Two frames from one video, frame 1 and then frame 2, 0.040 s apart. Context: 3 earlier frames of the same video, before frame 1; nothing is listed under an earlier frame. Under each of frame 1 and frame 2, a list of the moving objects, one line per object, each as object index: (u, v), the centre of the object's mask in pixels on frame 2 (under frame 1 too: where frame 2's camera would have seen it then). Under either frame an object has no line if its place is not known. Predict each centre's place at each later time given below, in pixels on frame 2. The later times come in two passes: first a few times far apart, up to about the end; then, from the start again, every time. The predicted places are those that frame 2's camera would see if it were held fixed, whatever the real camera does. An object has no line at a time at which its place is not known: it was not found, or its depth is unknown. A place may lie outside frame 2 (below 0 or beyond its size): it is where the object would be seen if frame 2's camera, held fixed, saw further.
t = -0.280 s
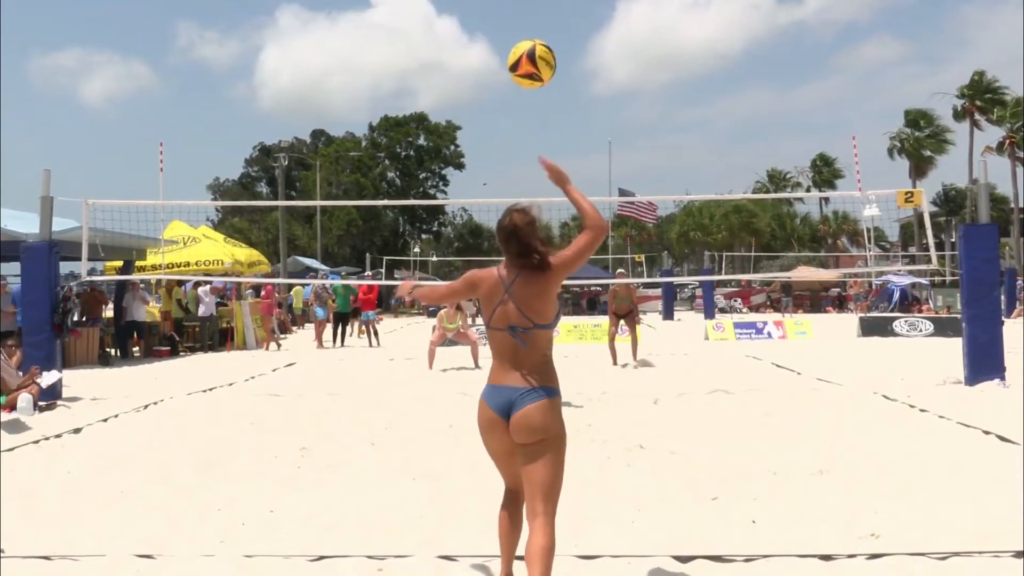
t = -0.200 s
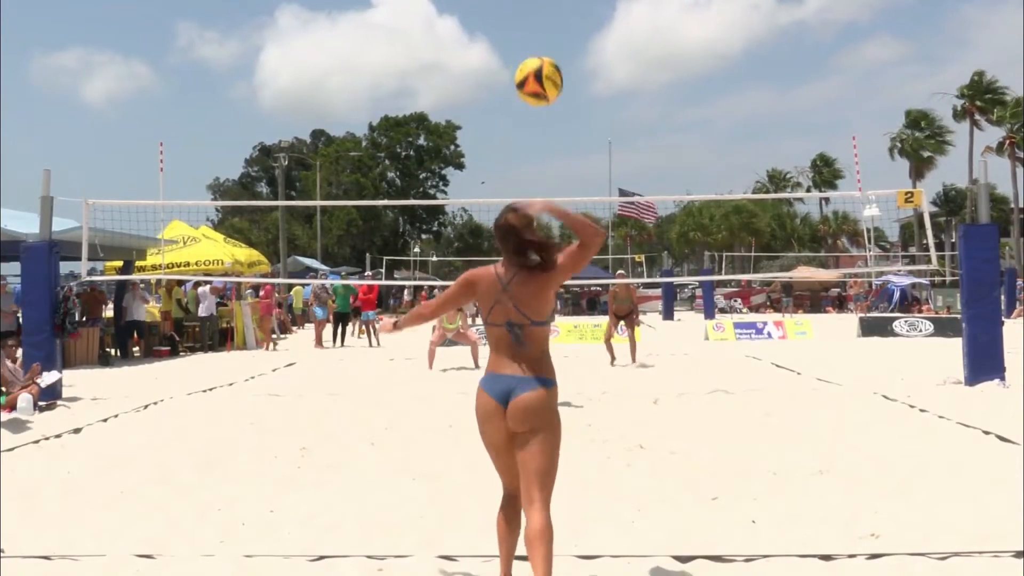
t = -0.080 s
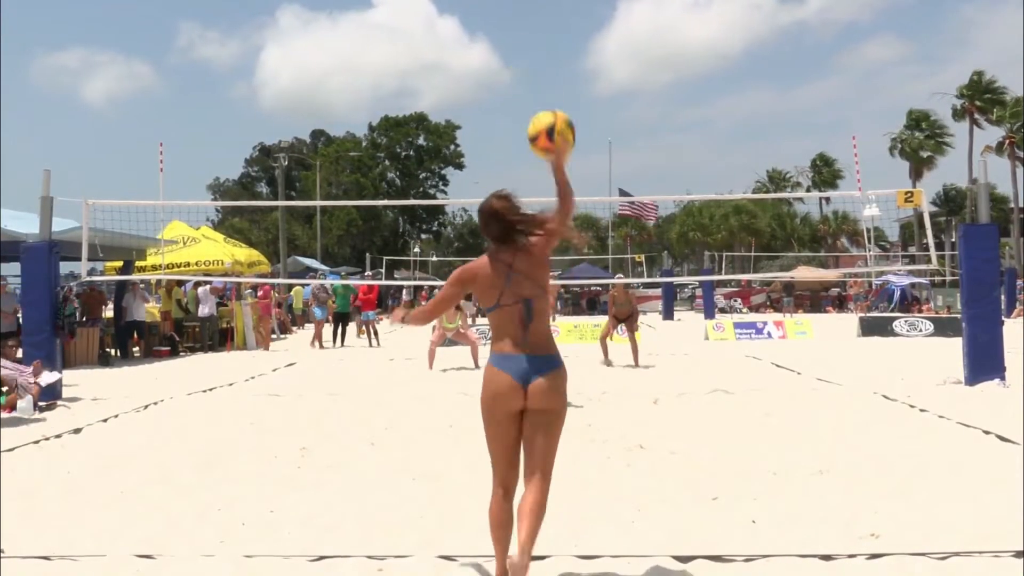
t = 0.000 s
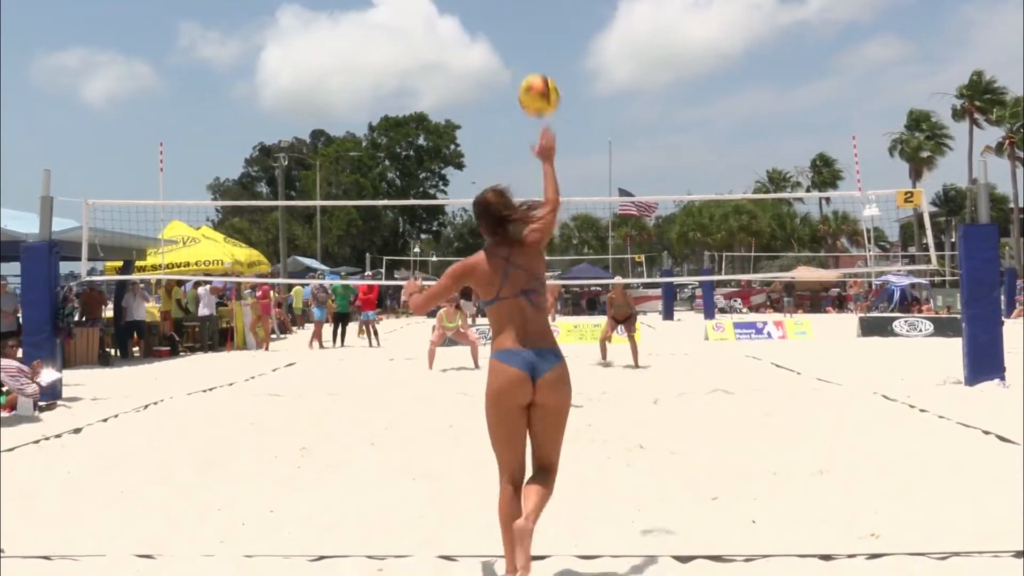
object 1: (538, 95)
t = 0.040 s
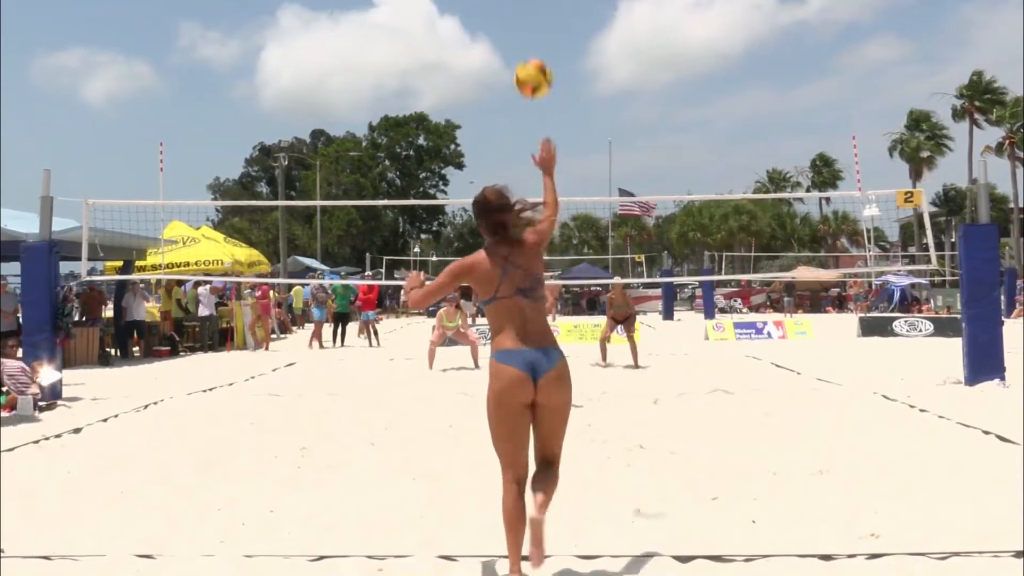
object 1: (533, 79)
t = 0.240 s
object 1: (519, 53)
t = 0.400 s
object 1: (516, 70)
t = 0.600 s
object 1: (516, 115)
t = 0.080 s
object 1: (529, 66)
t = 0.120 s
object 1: (525, 58)
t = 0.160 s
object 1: (522, 54)
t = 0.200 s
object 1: (521, 52)
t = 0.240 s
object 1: (519, 53)
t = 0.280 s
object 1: (518, 56)
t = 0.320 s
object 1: (517, 59)
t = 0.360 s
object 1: (516, 64)
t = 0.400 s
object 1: (516, 70)
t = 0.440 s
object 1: (515, 77)
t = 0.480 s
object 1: (515, 85)
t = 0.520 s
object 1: (516, 95)
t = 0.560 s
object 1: (516, 104)
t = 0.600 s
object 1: (516, 115)
